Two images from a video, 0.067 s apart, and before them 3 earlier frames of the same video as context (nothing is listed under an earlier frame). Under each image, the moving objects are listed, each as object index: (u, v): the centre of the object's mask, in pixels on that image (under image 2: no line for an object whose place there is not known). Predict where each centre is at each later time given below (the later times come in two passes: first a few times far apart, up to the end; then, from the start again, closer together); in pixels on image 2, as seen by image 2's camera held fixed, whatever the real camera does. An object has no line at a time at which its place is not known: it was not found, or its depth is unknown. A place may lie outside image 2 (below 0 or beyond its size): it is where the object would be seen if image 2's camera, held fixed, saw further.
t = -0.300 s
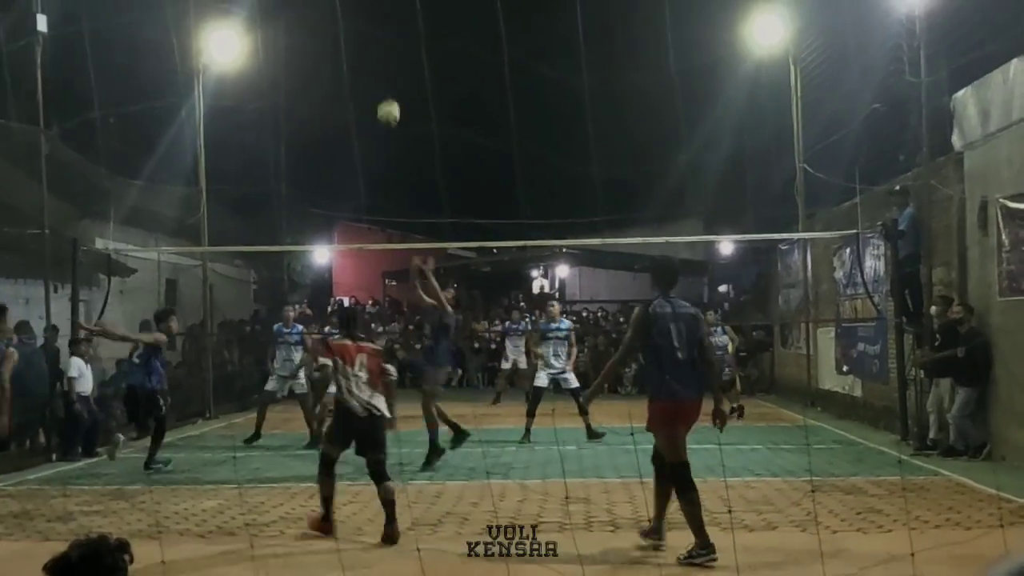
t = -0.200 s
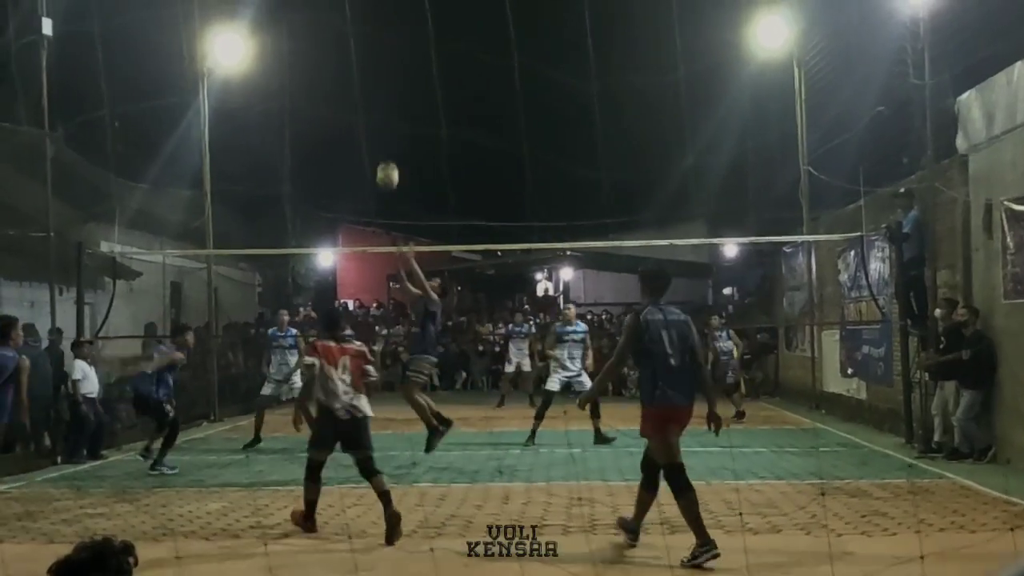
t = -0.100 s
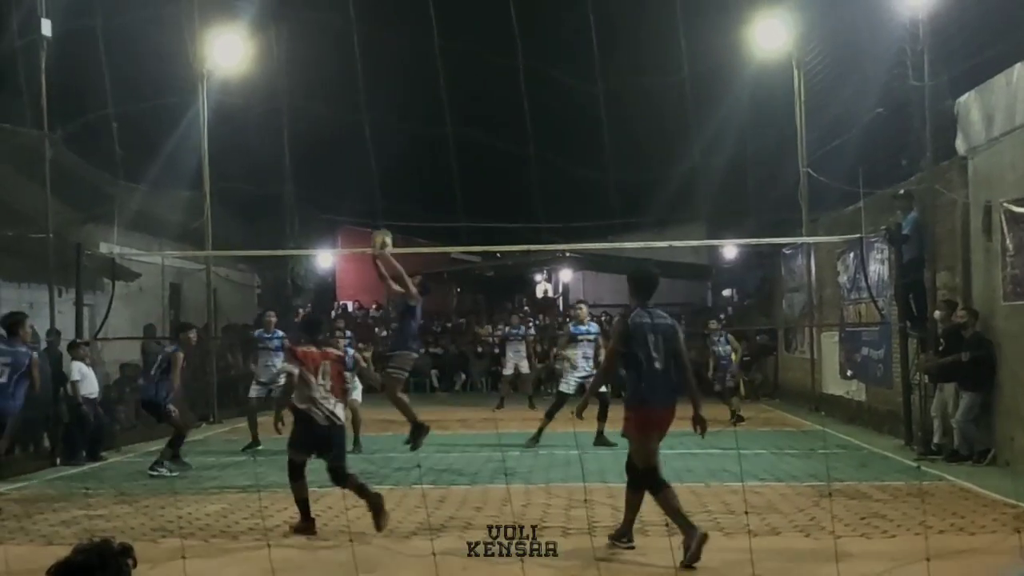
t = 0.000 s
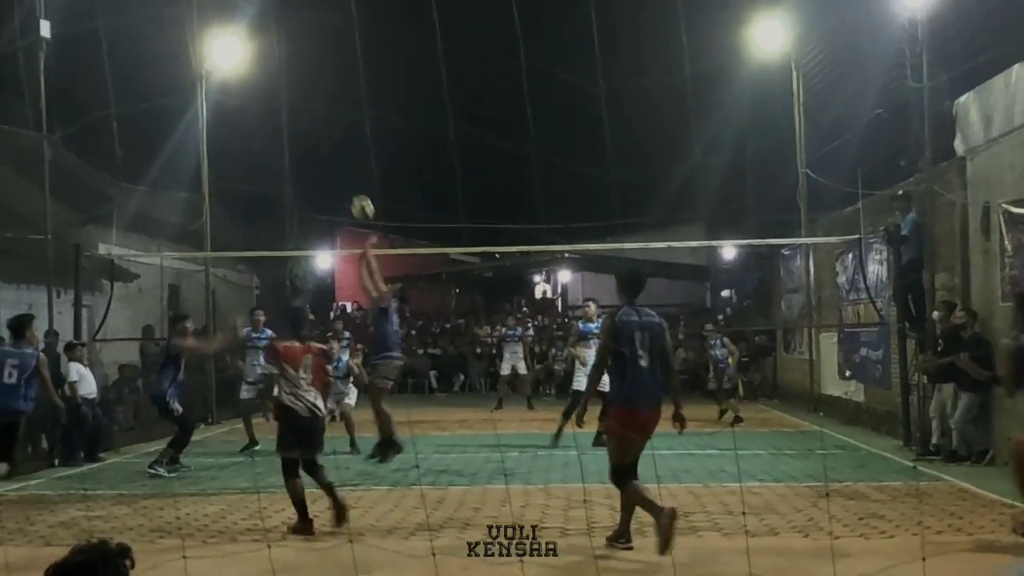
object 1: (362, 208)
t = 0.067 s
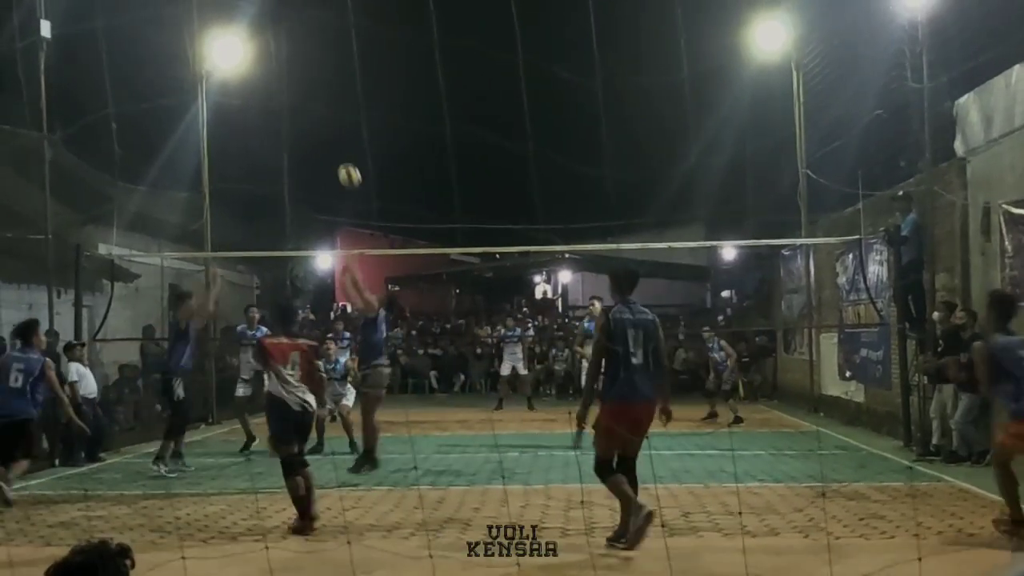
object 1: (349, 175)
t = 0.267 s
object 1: (312, 109)
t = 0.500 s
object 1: (273, 79)
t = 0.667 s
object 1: (241, 95)
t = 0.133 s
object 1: (337, 150)
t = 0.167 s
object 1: (330, 137)
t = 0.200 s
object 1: (324, 127)
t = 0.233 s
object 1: (319, 118)
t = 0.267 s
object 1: (312, 109)
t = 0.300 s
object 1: (307, 101)
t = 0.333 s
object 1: (301, 95)
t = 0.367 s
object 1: (295, 90)
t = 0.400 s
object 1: (290, 85)
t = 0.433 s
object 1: (285, 82)
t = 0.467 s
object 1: (278, 80)
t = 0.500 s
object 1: (273, 79)
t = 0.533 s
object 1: (267, 80)
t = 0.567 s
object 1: (261, 80)
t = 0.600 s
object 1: (256, 82)
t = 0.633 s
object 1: (246, 90)
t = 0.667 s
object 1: (241, 95)
